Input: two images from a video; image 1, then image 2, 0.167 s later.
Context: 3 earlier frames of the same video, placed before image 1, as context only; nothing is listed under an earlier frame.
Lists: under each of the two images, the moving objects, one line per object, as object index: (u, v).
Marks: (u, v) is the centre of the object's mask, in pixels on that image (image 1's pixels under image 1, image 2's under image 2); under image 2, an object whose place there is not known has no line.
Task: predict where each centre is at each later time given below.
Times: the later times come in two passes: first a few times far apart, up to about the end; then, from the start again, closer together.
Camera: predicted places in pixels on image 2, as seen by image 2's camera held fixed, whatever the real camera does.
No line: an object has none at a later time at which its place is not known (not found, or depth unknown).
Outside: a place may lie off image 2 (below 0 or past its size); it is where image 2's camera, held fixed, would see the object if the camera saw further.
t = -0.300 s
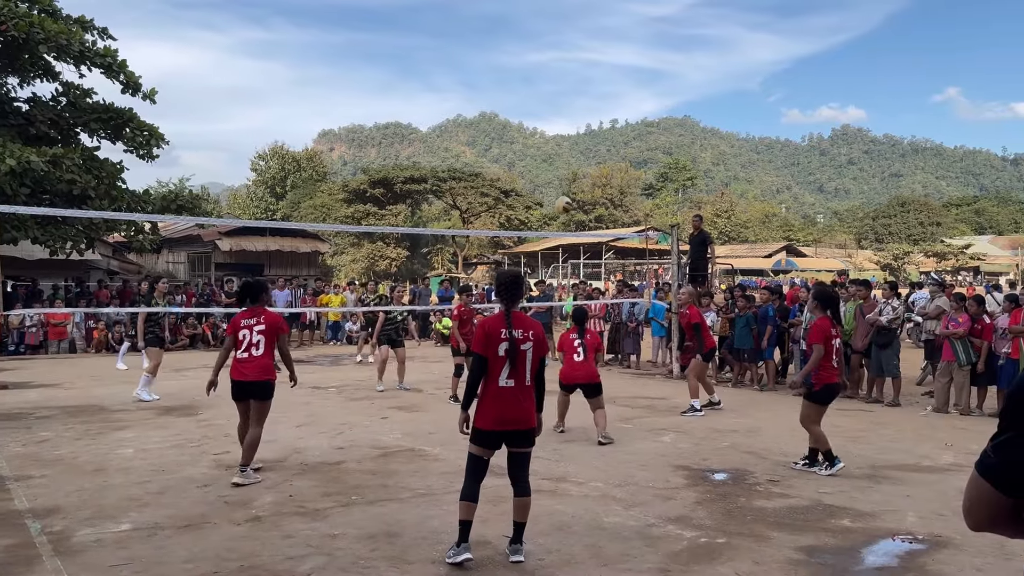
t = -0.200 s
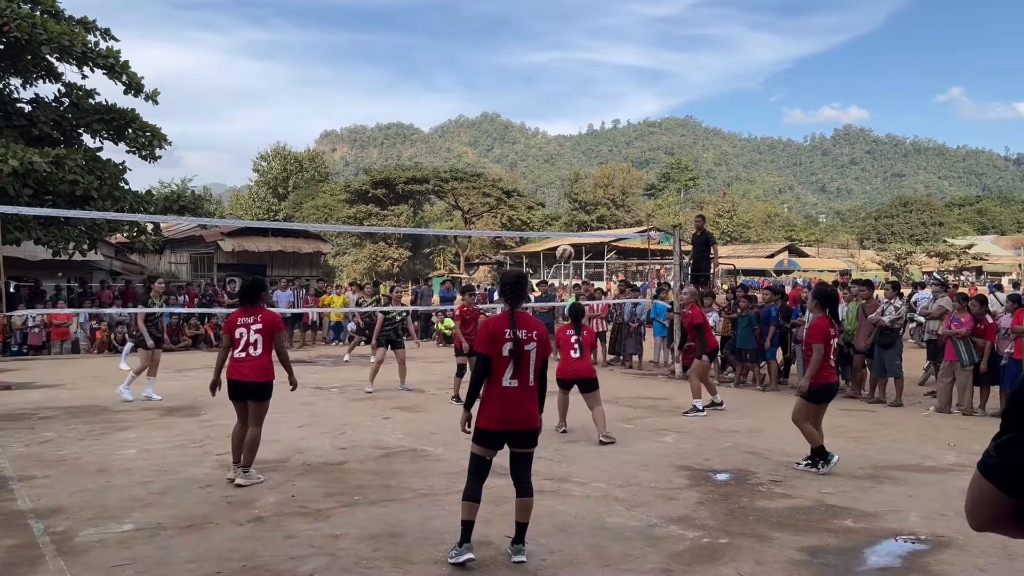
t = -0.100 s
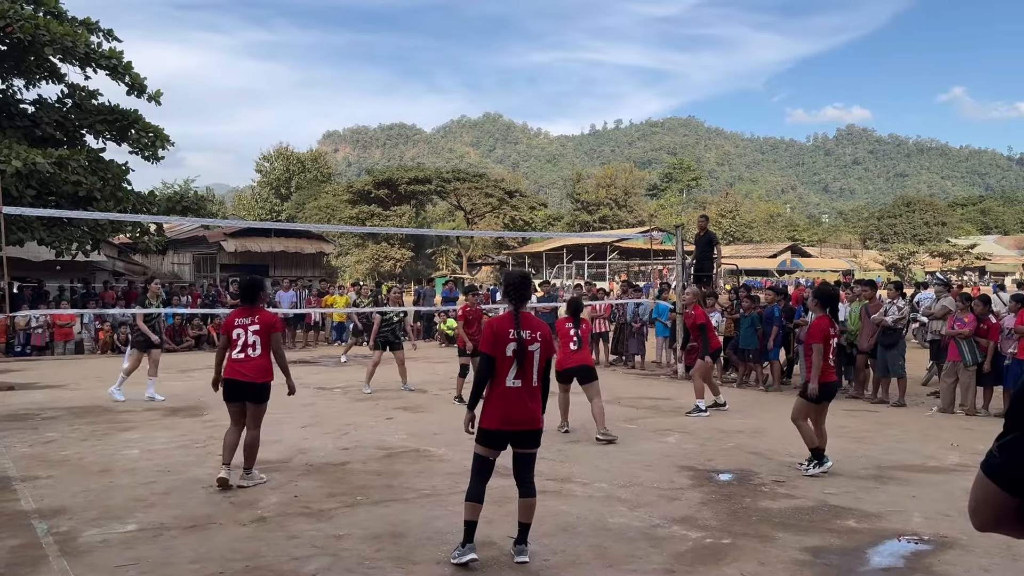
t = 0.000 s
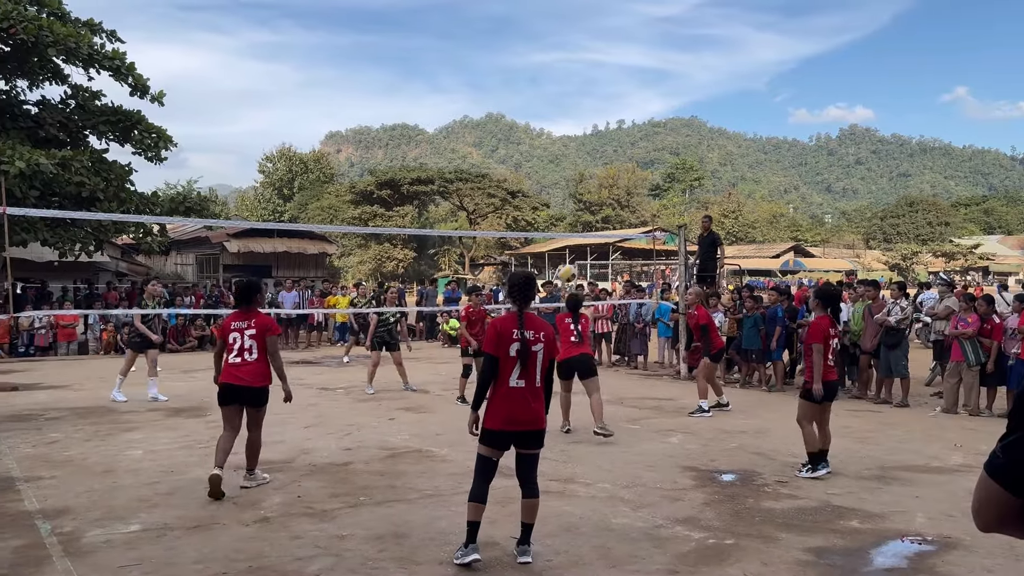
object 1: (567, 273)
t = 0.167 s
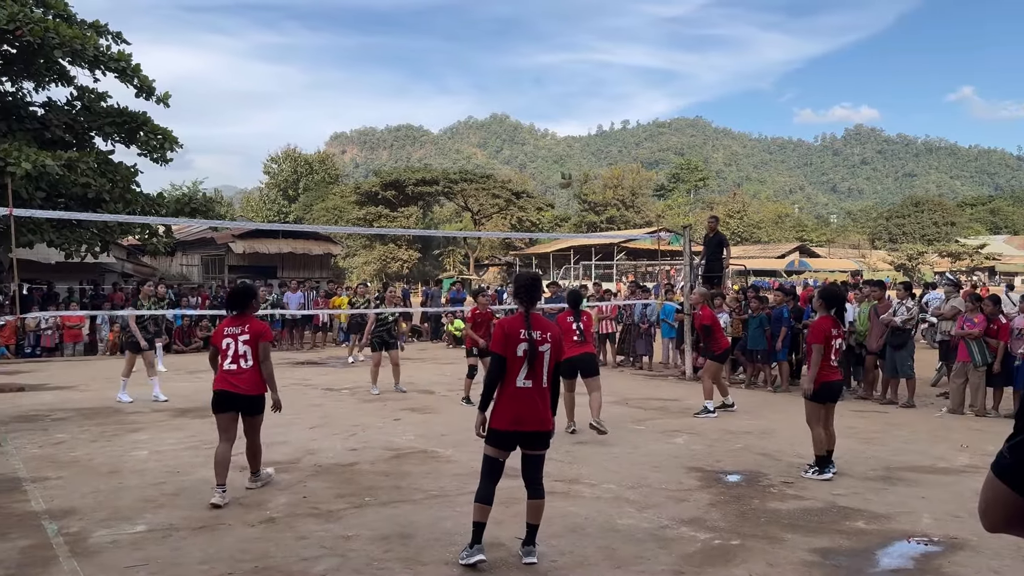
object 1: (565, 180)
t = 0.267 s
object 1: (560, 137)
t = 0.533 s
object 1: (548, 72)
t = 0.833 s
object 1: (536, 72)
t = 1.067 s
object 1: (527, 119)
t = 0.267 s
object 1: (560, 137)
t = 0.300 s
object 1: (559, 125)
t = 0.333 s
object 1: (557, 114)
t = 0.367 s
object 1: (556, 105)
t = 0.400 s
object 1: (554, 96)
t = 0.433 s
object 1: (553, 88)
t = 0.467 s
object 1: (551, 82)
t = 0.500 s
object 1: (550, 76)
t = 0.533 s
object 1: (548, 72)
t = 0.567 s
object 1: (547, 68)
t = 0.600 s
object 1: (545, 65)
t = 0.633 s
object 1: (544, 63)
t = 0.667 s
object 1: (543, 63)
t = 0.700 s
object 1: (541, 63)
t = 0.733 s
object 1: (540, 64)
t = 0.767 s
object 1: (539, 65)
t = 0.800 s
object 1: (537, 68)
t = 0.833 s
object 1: (536, 72)
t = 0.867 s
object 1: (535, 76)
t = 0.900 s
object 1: (534, 81)
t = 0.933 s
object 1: (532, 87)
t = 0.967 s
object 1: (531, 94)
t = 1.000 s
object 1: (530, 102)
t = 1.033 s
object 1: (528, 110)
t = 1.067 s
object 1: (527, 119)
